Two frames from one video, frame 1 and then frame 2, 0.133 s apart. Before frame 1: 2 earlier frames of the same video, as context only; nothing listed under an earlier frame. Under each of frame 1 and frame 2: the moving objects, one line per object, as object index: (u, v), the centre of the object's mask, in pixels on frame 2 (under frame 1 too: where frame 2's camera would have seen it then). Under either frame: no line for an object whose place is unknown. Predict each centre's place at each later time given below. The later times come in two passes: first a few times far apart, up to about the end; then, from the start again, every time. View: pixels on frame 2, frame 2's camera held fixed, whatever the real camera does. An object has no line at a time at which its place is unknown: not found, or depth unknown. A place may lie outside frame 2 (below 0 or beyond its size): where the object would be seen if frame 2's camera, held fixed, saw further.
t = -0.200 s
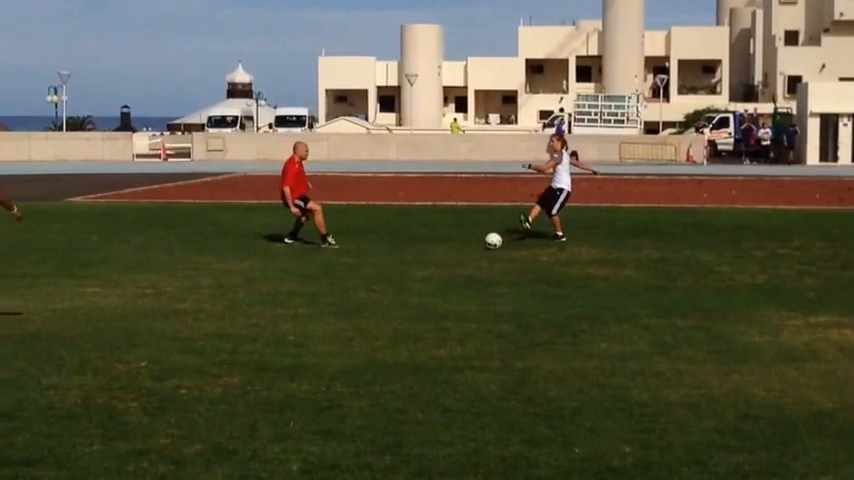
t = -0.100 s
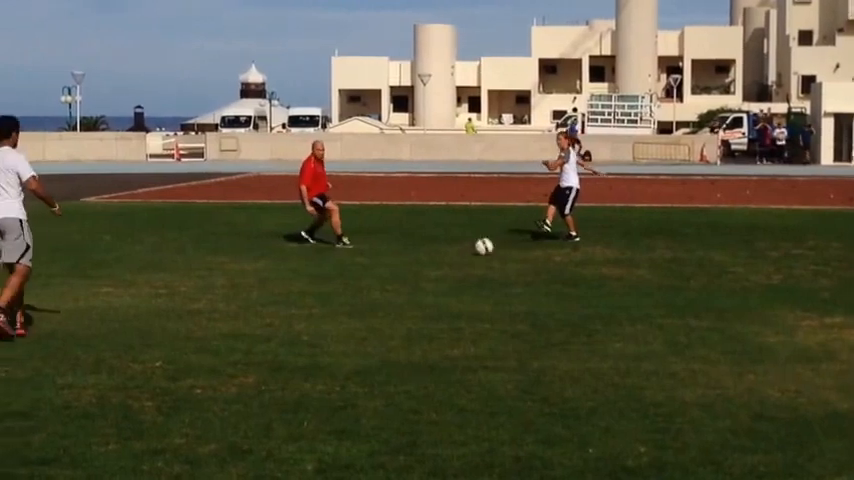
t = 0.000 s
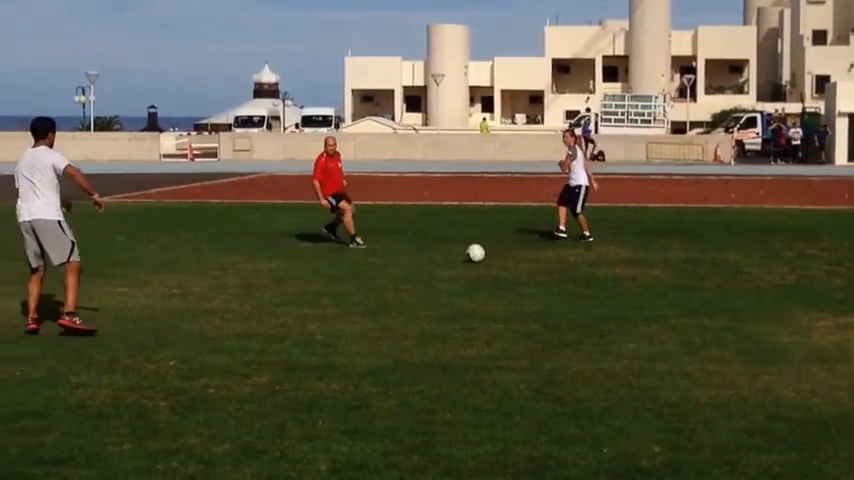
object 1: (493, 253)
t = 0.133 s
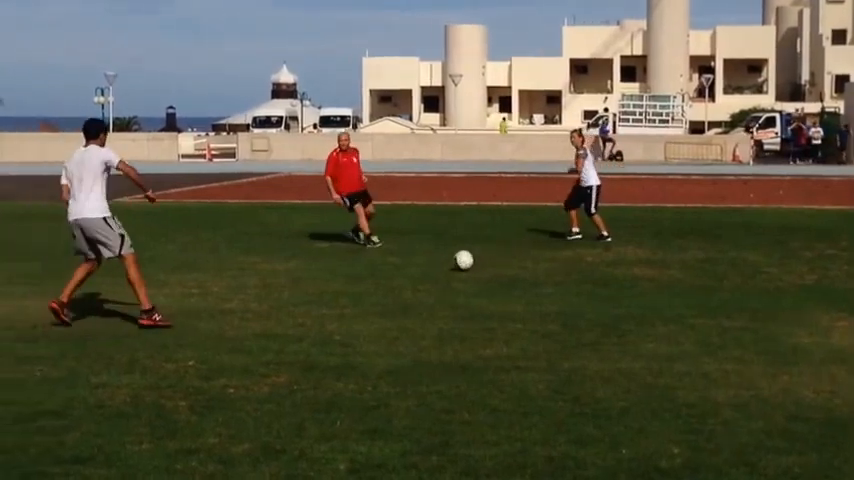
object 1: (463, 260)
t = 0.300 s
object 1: (425, 273)
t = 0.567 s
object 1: (368, 290)
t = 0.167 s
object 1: (455, 262)
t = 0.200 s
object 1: (448, 266)
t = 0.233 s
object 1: (441, 268)
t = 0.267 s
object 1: (433, 270)
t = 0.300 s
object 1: (425, 273)
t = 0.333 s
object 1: (419, 276)
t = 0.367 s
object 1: (412, 277)
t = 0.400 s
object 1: (404, 280)
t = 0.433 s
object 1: (398, 282)
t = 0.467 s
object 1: (391, 283)
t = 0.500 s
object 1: (382, 285)
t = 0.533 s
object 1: (376, 288)
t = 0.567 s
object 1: (368, 290)
